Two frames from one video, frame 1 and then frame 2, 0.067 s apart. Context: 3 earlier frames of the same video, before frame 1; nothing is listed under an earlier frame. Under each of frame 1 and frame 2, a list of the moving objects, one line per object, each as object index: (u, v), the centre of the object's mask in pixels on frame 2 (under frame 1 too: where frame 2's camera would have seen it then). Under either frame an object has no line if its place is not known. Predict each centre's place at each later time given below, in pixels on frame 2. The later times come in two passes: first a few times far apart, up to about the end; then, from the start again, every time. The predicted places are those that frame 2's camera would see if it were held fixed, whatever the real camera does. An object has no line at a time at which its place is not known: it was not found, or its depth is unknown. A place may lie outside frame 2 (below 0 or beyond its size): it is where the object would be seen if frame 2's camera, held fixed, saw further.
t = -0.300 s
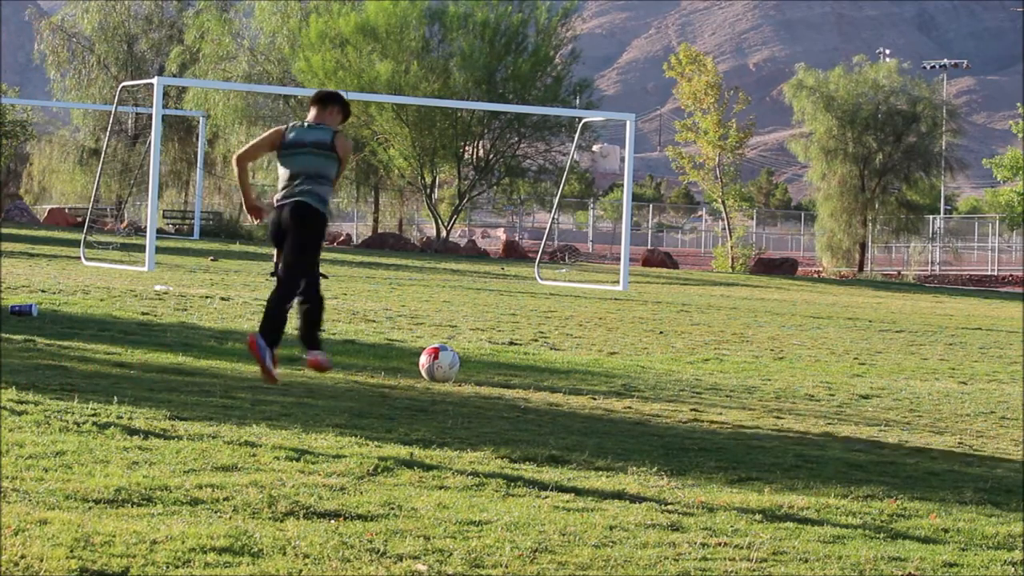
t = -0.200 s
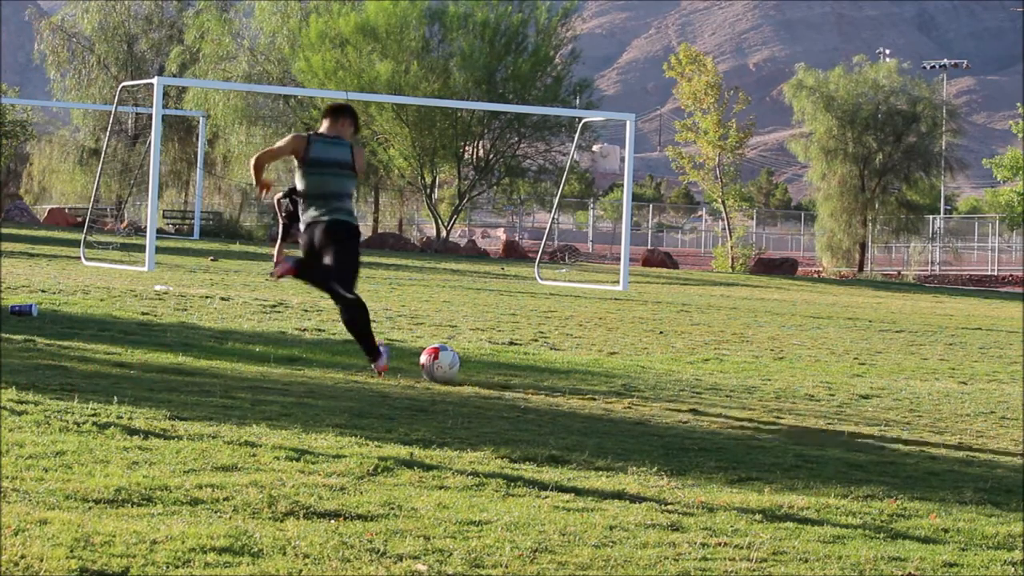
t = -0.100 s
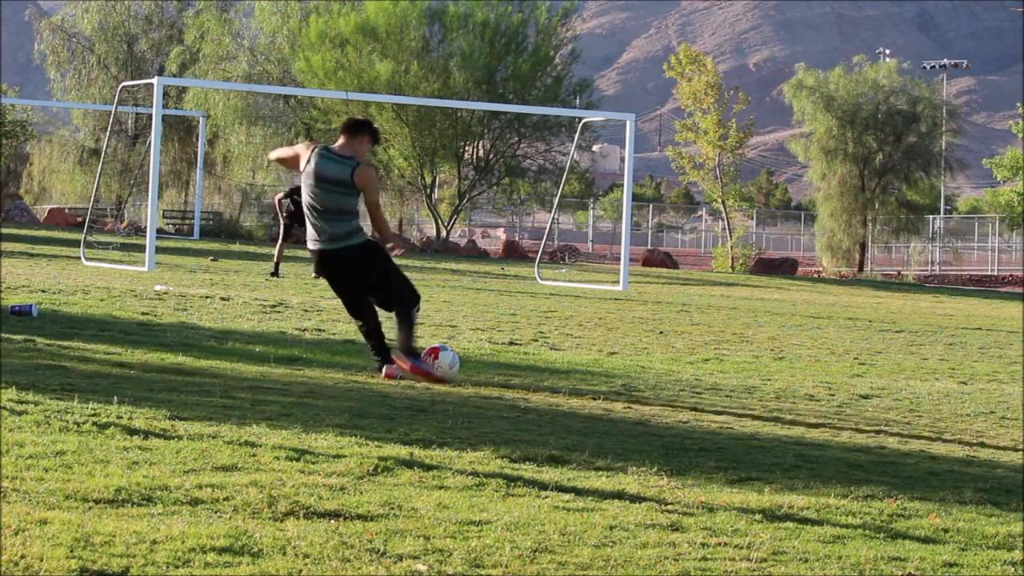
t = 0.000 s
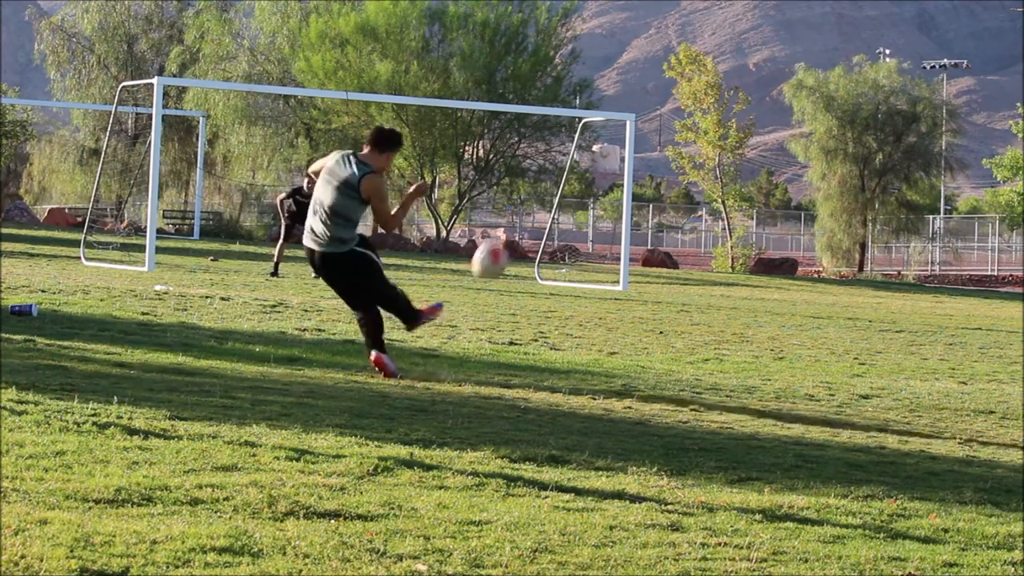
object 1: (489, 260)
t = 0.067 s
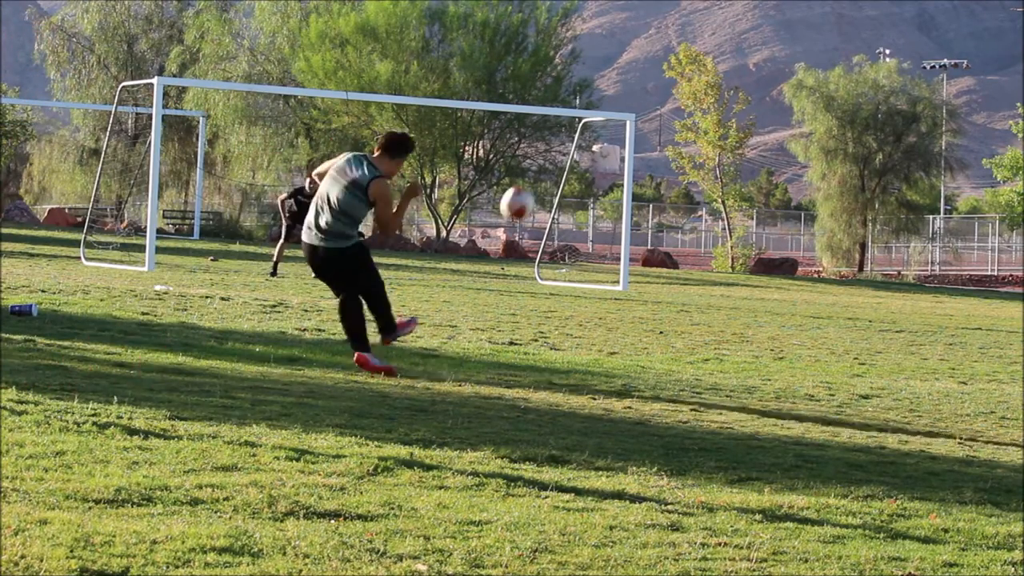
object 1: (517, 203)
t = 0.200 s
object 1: (546, 130)
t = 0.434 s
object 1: (557, 81)
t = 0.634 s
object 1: (546, 86)
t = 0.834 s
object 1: (527, 116)
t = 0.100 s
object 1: (527, 180)
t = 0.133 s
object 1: (536, 162)
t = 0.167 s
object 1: (542, 144)
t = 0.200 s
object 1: (546, 130)
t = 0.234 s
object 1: (549, 119)
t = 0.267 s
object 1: (553, 109)
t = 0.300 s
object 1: (556, 101)
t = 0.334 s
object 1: (557, 93)
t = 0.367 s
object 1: (558, 88)
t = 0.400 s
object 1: (558, 84)
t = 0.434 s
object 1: (557, 81)
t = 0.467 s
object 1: (556, 79)
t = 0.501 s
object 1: (554, 79)
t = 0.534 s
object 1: (552, 80)
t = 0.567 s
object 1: (551, 82)
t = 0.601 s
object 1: (549, 84)
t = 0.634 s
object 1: (546, 86)
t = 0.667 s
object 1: (543, 89)
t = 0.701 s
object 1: (540, 93)
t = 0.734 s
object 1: (537, 98)
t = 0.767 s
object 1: (533, 104)
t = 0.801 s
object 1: (530, 110)
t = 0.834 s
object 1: (527, 116)
